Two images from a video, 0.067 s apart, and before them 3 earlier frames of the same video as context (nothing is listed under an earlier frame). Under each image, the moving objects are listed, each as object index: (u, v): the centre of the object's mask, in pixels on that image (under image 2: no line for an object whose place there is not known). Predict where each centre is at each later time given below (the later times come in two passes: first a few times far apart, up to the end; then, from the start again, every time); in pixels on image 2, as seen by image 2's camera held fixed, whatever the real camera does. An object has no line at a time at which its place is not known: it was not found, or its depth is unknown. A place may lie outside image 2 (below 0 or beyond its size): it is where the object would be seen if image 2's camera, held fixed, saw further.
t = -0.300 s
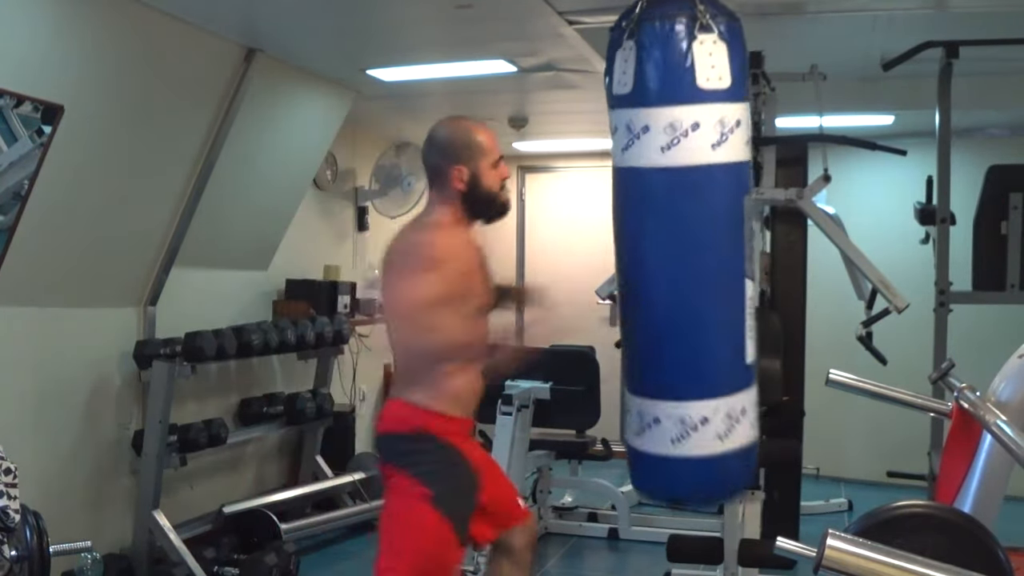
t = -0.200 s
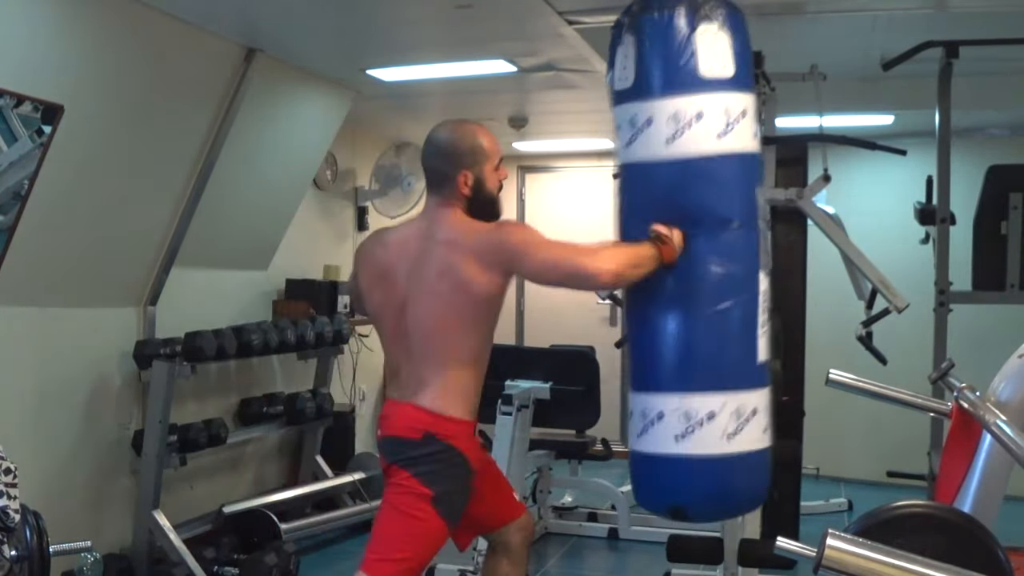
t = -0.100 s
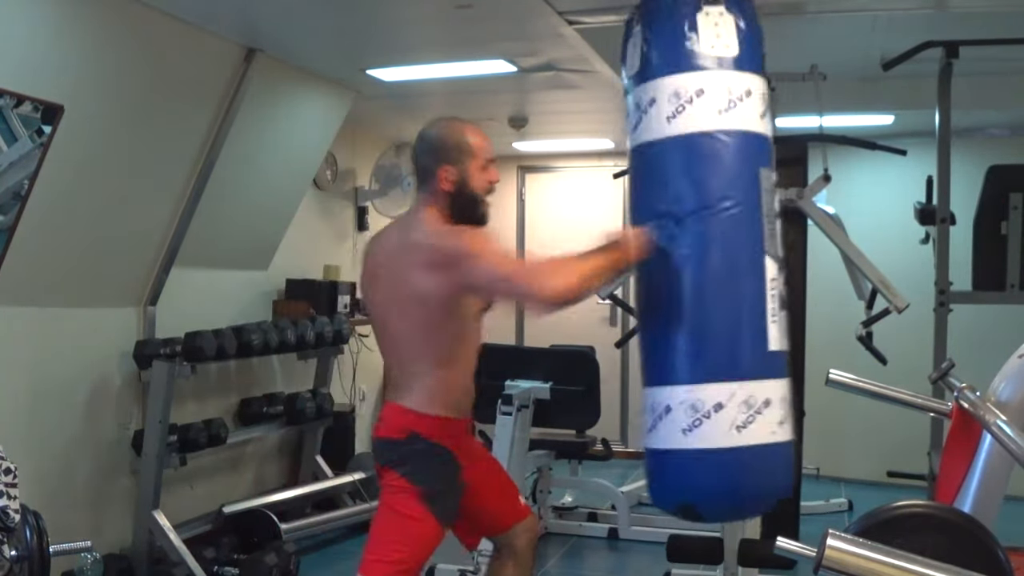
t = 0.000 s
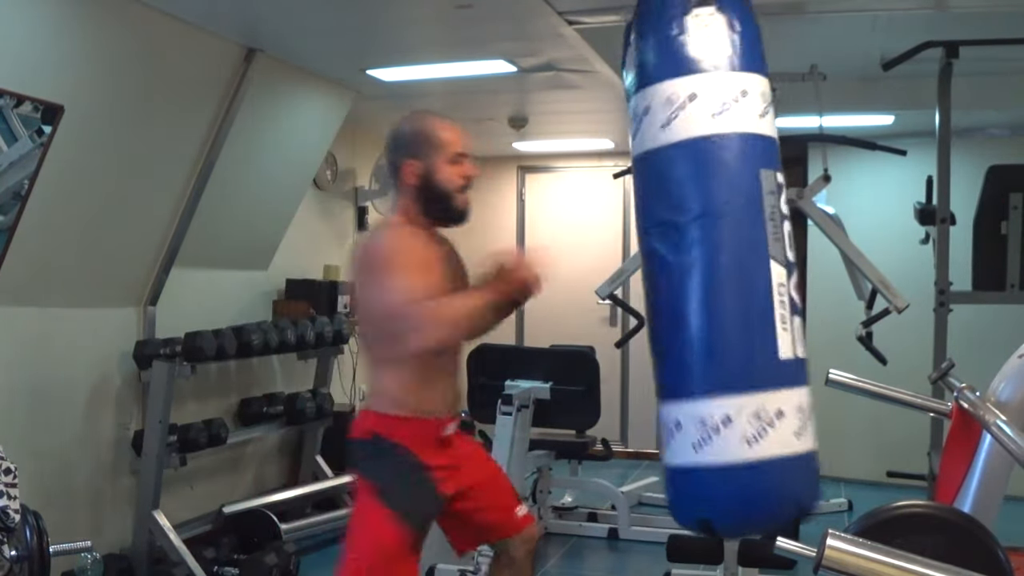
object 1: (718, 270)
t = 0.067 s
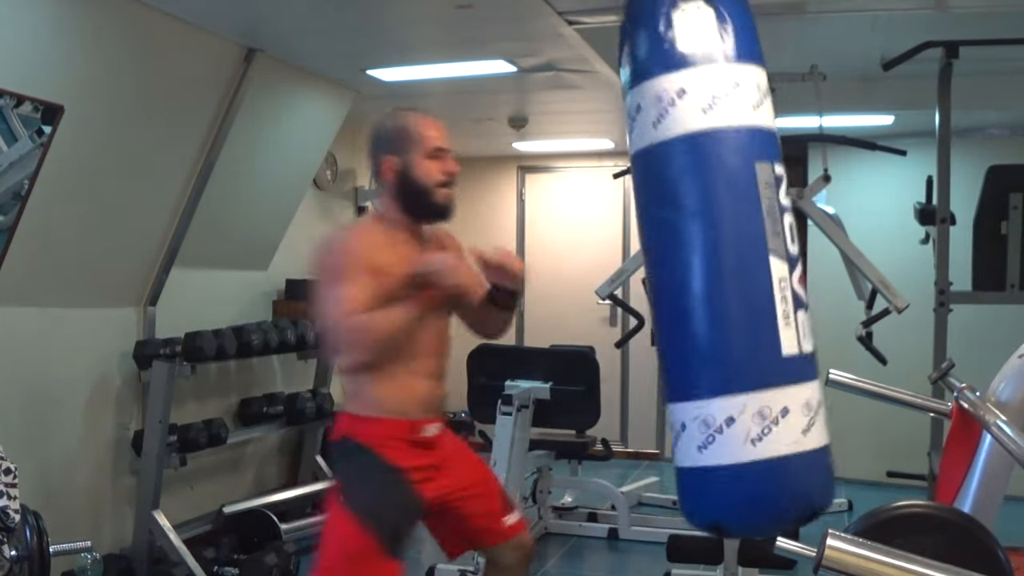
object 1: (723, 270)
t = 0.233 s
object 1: (732, 277)
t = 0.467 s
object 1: (718, 275)
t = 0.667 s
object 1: (692, 275)
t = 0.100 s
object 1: (725, 270)
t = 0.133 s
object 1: (727, 271)
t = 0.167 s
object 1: (729, 274)
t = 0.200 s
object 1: (731, 276)
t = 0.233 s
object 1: (732, 277)
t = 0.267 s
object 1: (731, 276)
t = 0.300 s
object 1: (731, 276)
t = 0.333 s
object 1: (730, 277)
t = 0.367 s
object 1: (727, 275)
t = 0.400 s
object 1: (724, 274)
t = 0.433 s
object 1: (721, 275)
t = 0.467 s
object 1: (718, 275)
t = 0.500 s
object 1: (714, 275)
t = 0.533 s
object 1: (711, 275)
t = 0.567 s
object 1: (707, 275)
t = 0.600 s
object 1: (703, 275)
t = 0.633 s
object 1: (698, 275)
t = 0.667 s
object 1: (692, 275)
